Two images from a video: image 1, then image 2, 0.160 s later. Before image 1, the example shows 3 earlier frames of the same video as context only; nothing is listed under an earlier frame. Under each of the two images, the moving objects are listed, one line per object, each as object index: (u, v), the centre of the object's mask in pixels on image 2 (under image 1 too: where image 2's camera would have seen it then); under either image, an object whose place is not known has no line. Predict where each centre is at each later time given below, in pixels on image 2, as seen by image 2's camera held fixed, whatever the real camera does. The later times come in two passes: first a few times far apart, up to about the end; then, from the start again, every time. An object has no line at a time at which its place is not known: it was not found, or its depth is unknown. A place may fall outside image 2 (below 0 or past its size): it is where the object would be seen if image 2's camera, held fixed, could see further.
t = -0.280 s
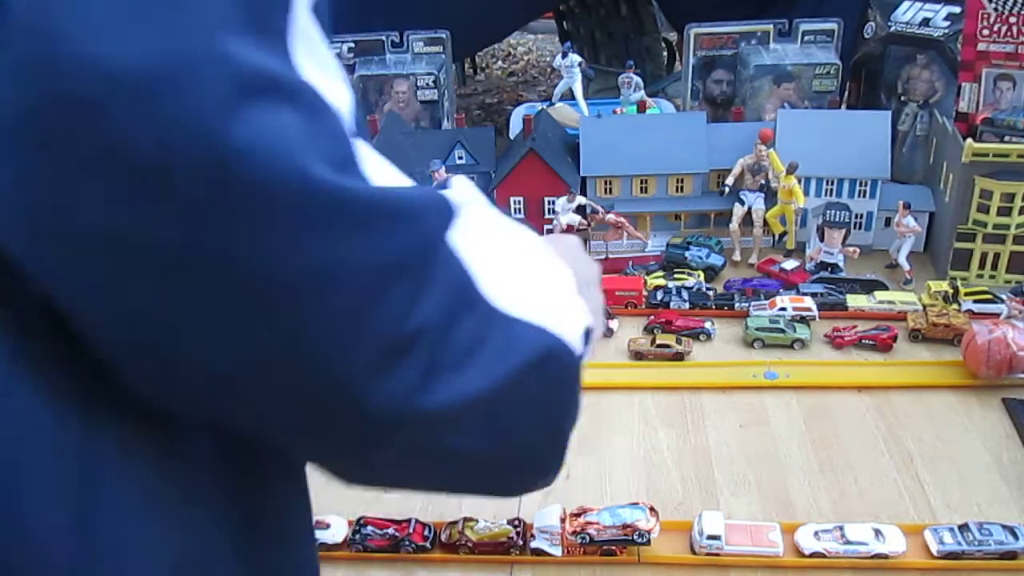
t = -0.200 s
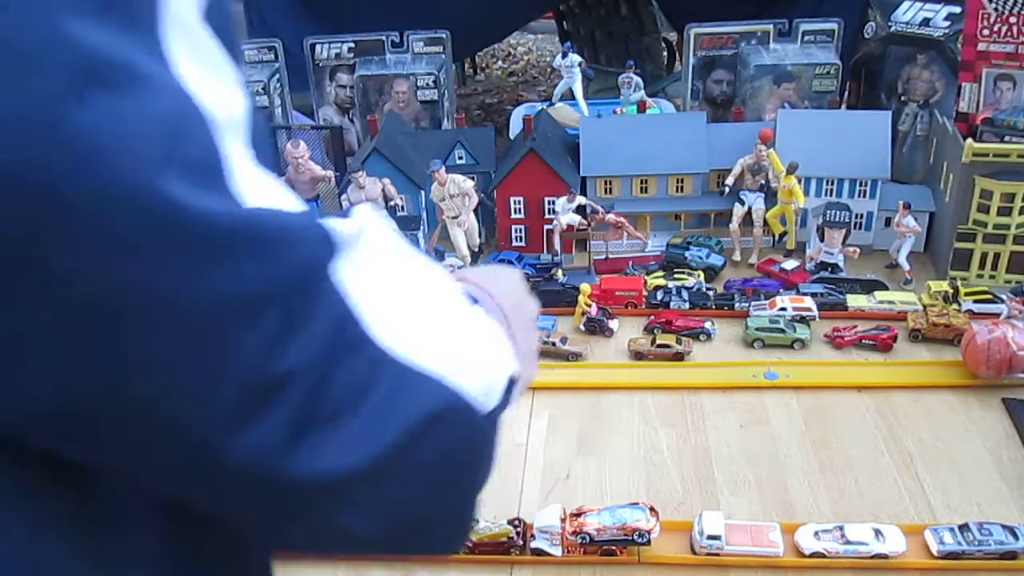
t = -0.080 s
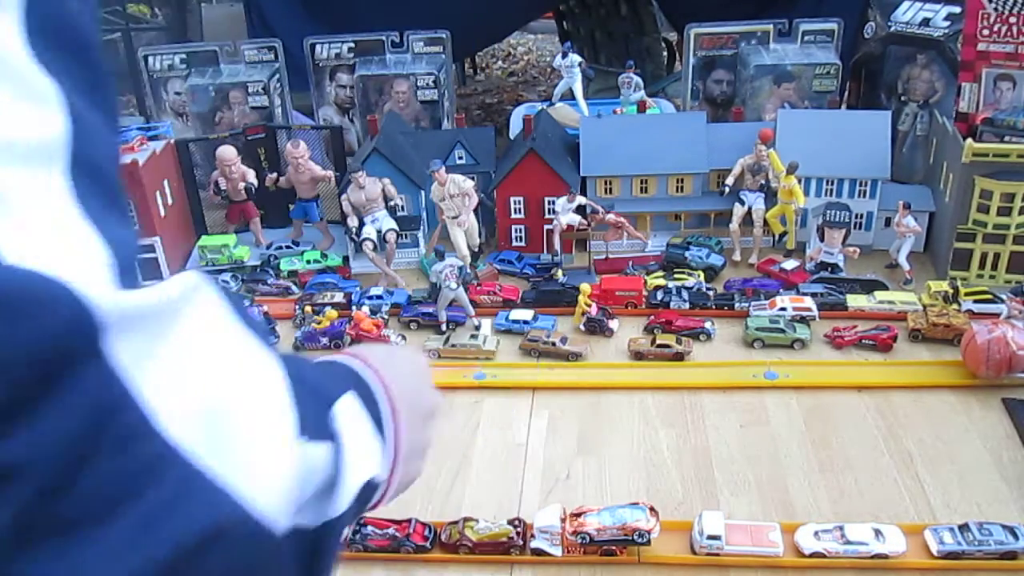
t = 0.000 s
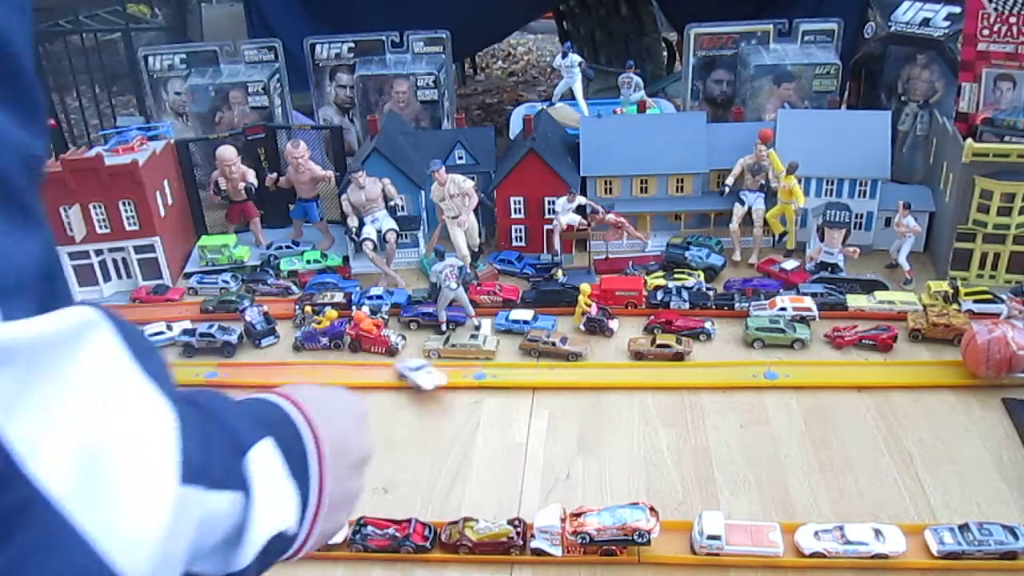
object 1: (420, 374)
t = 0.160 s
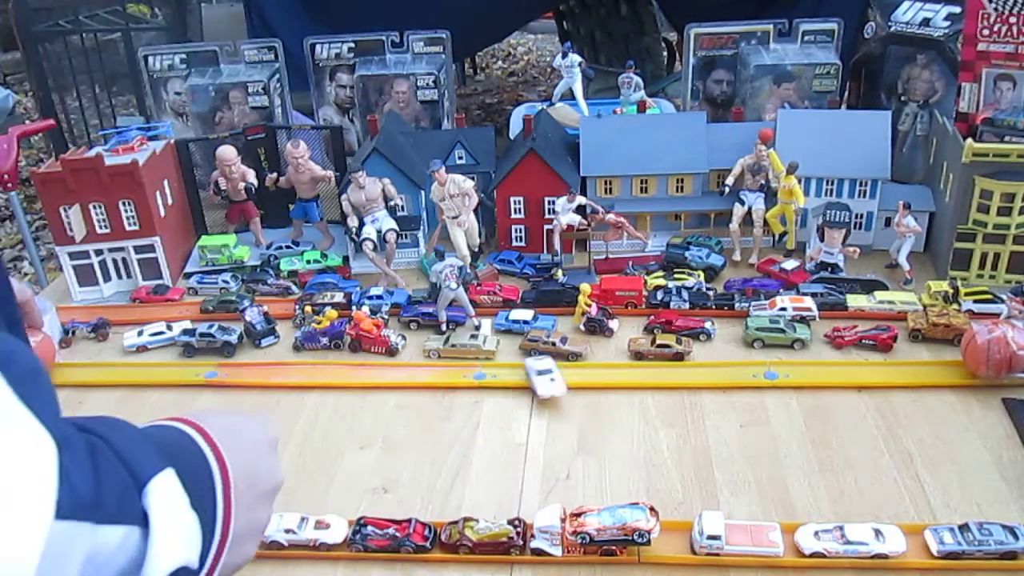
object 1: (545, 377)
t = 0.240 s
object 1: (592, 378)
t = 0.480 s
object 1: (684, 400)
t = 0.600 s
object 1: (704, 418)
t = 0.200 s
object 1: (570, 377)
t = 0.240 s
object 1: (592, 378)
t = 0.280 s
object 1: (612, 380)
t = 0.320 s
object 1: (630, 383)
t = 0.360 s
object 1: (647, 386)
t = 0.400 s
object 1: (661, 389)
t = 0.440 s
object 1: (674, 393)
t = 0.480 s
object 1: (684, 400)
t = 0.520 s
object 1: (693, 408)
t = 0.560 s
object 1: (699, 413)
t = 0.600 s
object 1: (704, 418)
